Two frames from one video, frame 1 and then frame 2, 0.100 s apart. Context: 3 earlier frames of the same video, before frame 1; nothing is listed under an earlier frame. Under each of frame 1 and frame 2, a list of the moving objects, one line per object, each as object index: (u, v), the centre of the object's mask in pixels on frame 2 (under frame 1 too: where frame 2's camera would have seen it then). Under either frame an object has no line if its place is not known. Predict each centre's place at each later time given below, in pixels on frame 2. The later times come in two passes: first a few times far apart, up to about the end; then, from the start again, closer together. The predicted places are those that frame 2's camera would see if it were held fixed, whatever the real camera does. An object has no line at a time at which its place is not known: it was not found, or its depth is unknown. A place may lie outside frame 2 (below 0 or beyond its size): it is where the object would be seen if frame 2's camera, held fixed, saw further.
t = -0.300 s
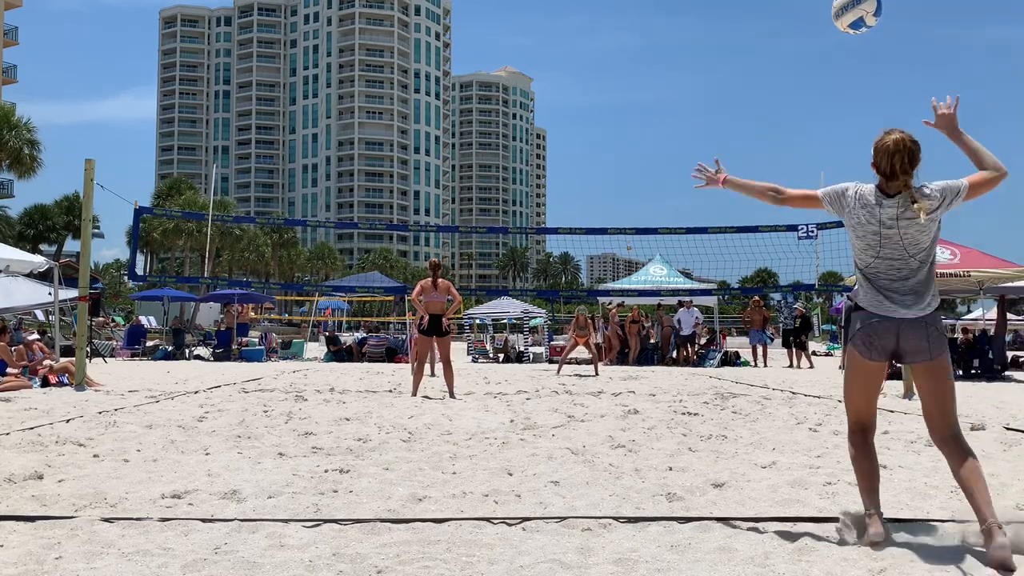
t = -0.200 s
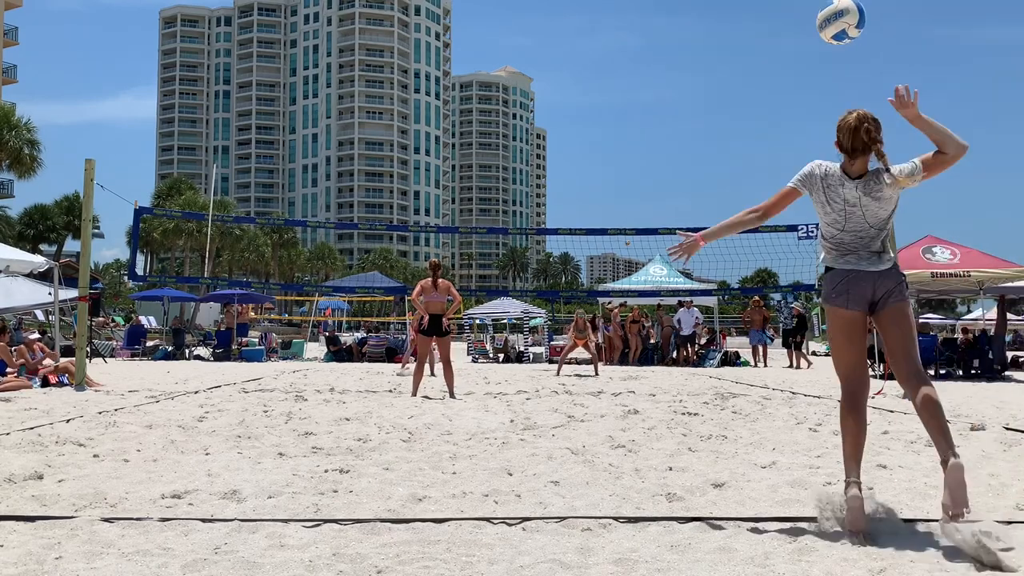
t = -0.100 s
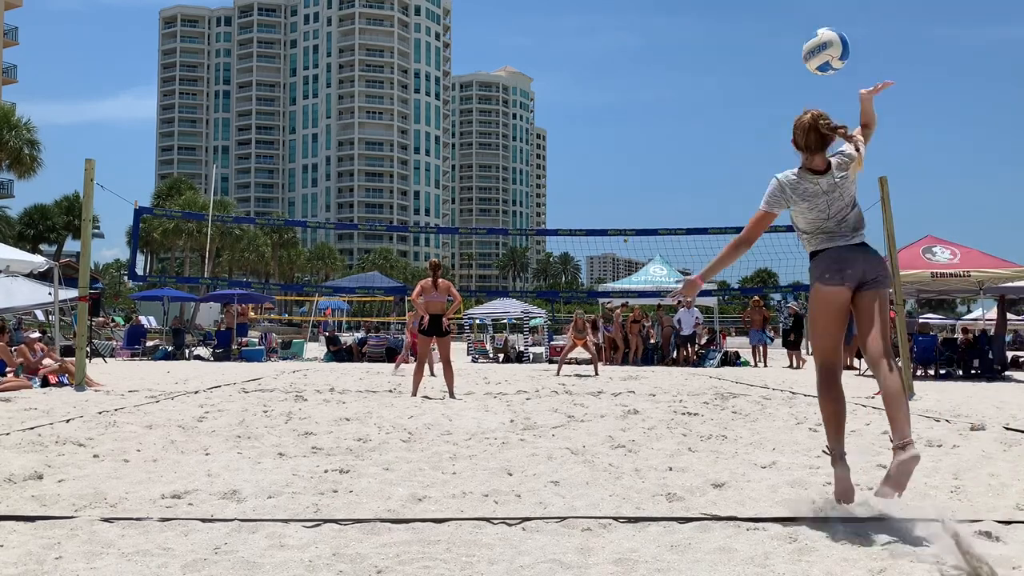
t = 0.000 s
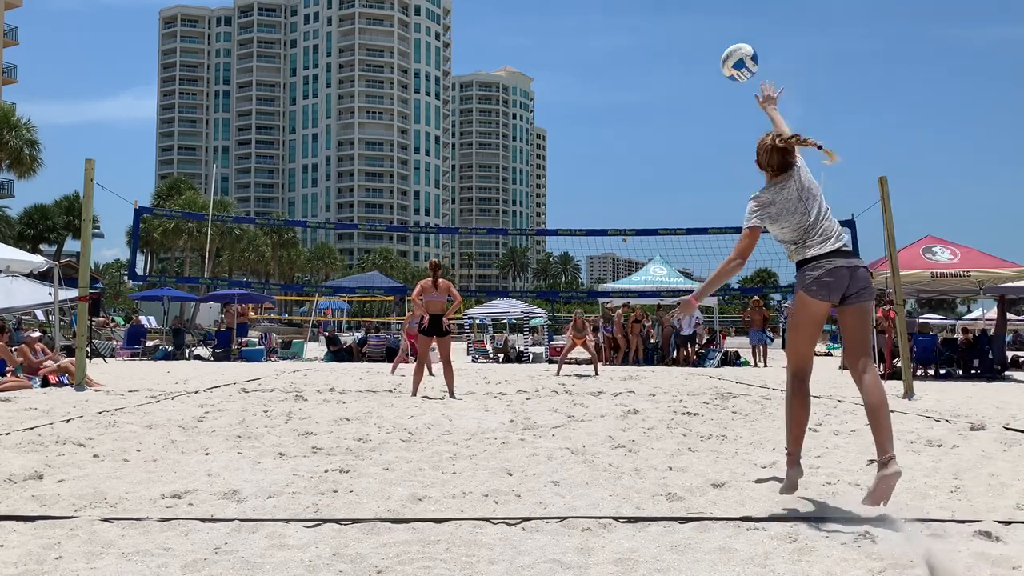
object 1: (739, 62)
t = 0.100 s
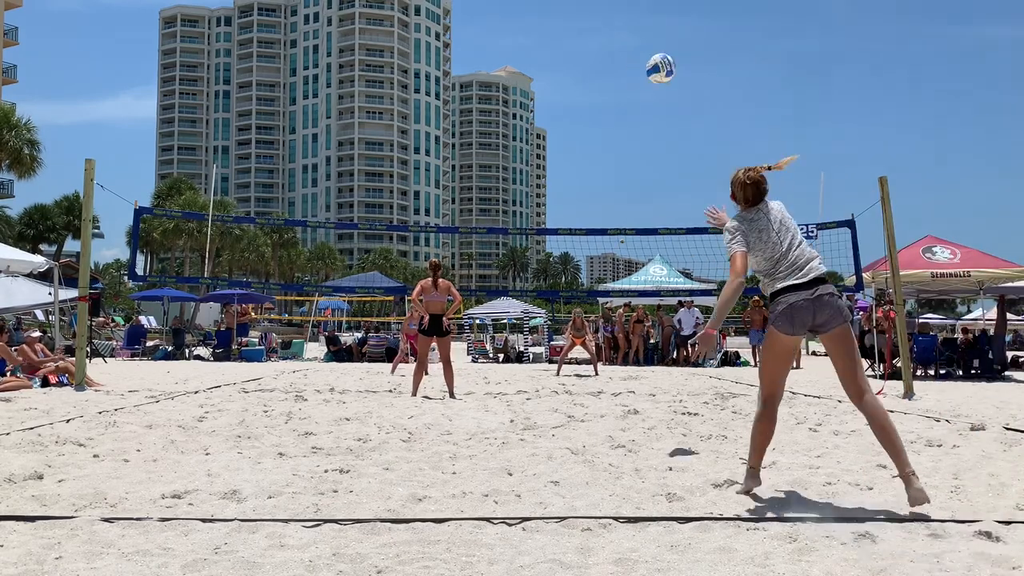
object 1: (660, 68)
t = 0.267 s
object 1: (582, 93)
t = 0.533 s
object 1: (510, 150)
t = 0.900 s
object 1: (459, 246)
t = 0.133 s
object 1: (641, 72)
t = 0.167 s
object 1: (624, 76)
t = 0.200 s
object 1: (609, 81)
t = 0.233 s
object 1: (595, 87)
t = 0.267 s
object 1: (582, 93)
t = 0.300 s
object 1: (570, 99)
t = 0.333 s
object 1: (560, 105)
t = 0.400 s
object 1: (541, 118)
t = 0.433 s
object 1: (532, 126)
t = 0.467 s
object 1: (524, 134)
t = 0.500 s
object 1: (517, 141)
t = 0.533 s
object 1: (510, 150)
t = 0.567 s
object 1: (503, 158)
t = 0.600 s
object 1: (497, 166)
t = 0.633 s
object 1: (492, 175)
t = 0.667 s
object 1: (487, 184)
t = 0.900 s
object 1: (459, 246)
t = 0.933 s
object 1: (457, 256)
